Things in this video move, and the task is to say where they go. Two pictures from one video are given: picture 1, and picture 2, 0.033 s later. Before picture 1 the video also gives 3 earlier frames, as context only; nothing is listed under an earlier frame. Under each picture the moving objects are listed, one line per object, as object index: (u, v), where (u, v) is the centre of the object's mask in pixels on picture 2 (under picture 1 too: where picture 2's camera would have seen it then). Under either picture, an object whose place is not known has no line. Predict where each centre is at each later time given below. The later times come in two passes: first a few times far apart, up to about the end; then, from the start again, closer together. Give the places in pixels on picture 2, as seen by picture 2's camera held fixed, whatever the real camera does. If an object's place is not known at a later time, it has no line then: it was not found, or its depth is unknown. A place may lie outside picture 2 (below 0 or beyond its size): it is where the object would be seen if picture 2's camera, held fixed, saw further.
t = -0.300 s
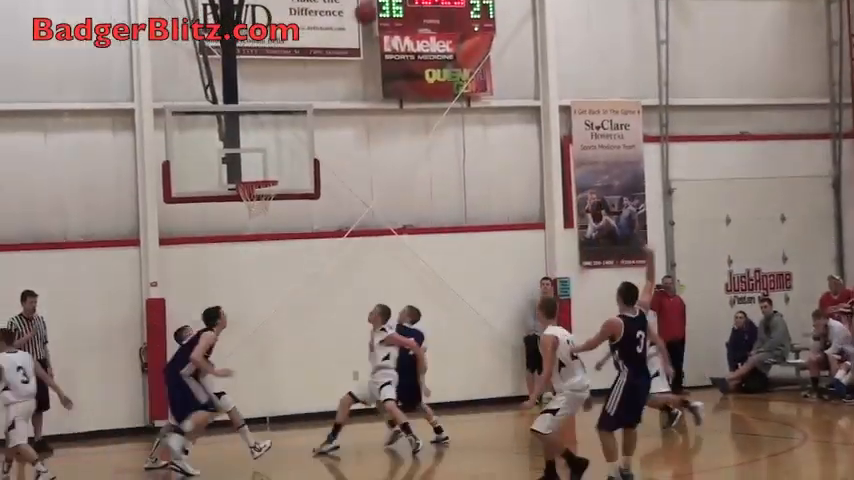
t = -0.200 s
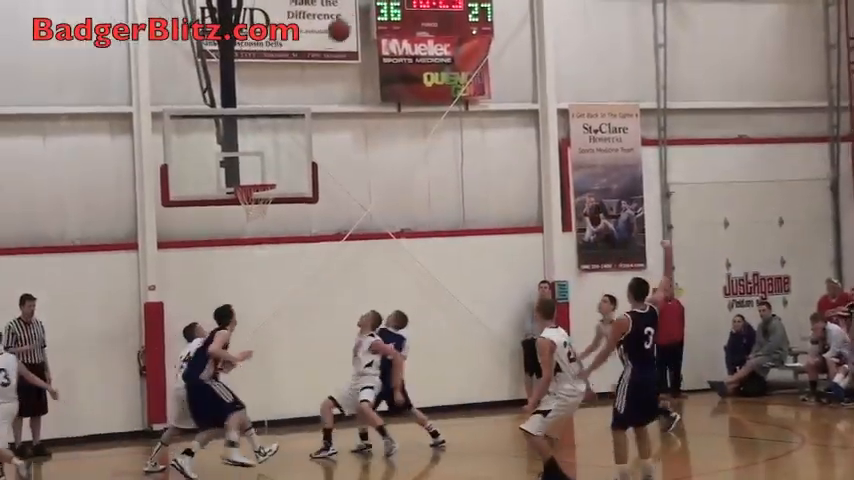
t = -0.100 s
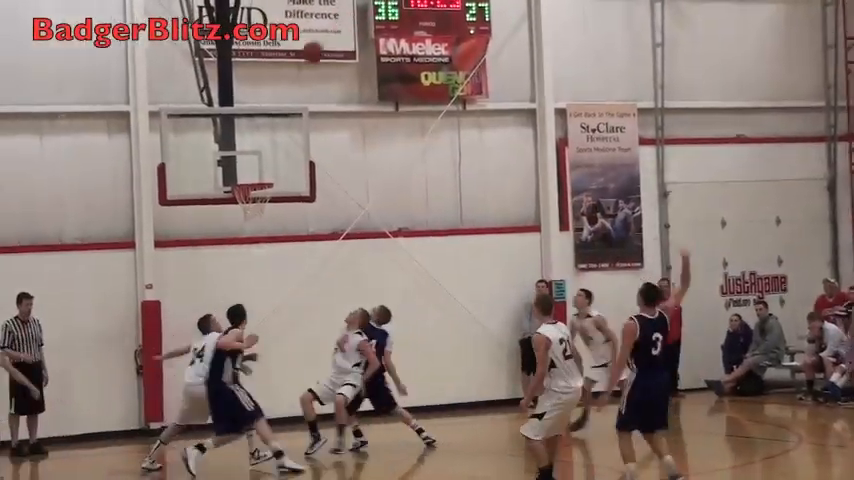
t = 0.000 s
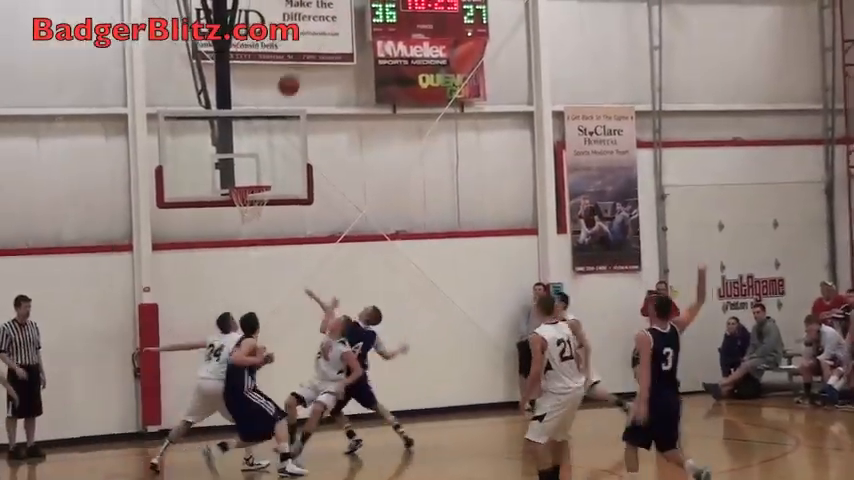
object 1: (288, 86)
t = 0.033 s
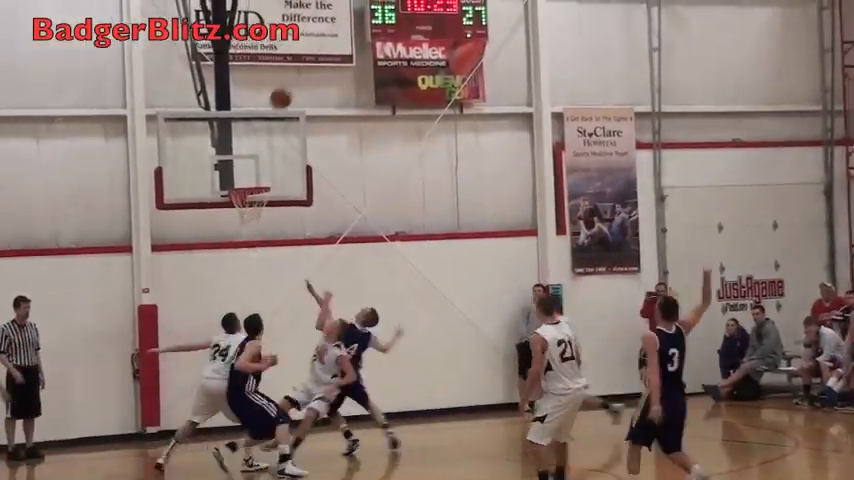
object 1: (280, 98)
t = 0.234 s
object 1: (247, 179)
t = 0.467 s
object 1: (281, 134)
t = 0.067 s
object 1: (274, 110)
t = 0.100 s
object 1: (267, 124)
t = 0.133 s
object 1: (261, 138)
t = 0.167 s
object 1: (254, 153)
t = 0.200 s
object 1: (248, 169)
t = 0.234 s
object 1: (247, 179)
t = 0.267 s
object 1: (252, 170)
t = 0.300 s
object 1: (257, 162)
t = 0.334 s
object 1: (261, 155)
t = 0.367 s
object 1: (266, 148)
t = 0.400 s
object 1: (271, 142)
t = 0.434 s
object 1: (276, 137)
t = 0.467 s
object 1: (281, 134)
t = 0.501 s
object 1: (286, 131)
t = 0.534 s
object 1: (292, 129)
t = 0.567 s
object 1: (297, 129)
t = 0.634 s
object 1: (308, 129)
